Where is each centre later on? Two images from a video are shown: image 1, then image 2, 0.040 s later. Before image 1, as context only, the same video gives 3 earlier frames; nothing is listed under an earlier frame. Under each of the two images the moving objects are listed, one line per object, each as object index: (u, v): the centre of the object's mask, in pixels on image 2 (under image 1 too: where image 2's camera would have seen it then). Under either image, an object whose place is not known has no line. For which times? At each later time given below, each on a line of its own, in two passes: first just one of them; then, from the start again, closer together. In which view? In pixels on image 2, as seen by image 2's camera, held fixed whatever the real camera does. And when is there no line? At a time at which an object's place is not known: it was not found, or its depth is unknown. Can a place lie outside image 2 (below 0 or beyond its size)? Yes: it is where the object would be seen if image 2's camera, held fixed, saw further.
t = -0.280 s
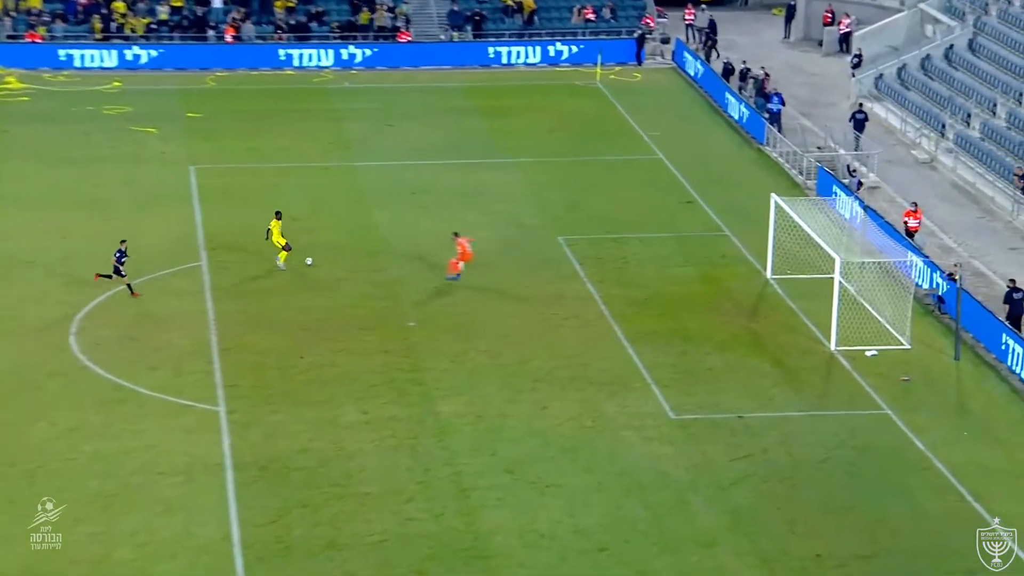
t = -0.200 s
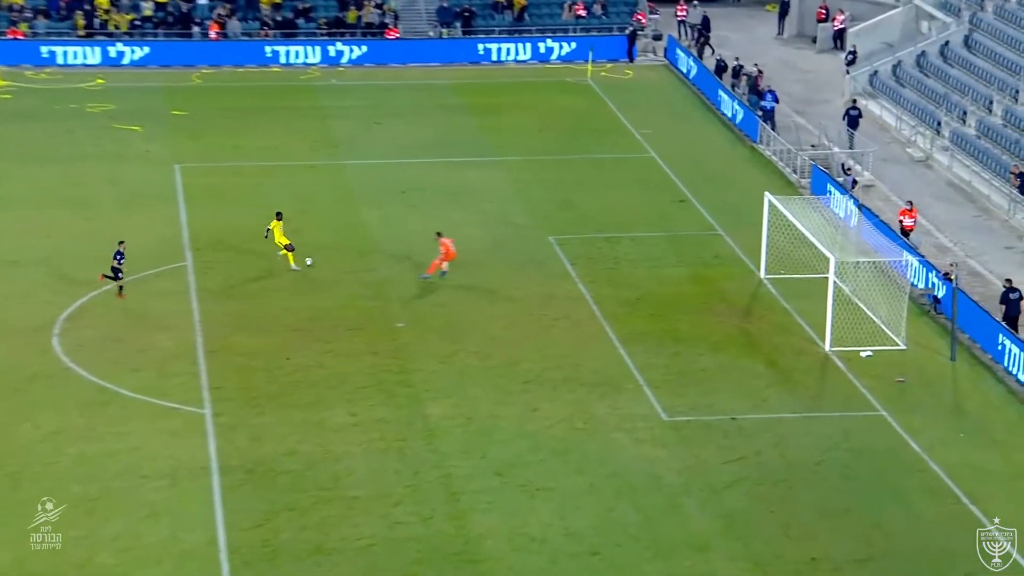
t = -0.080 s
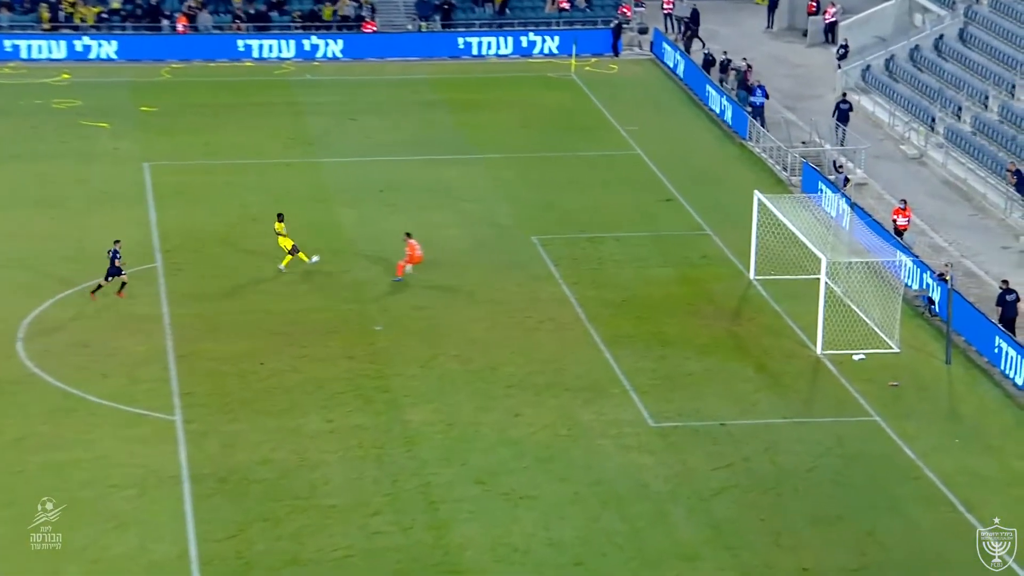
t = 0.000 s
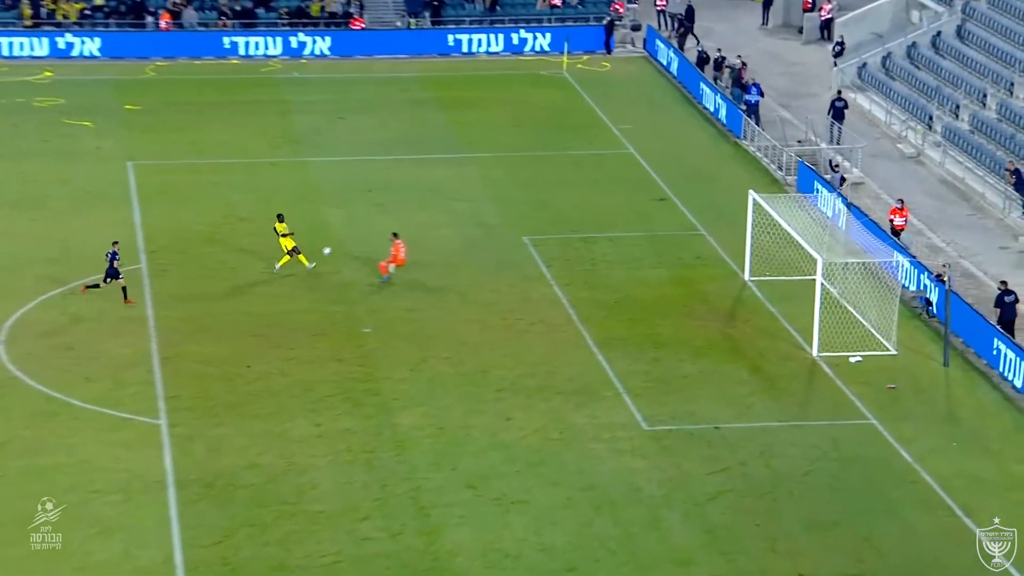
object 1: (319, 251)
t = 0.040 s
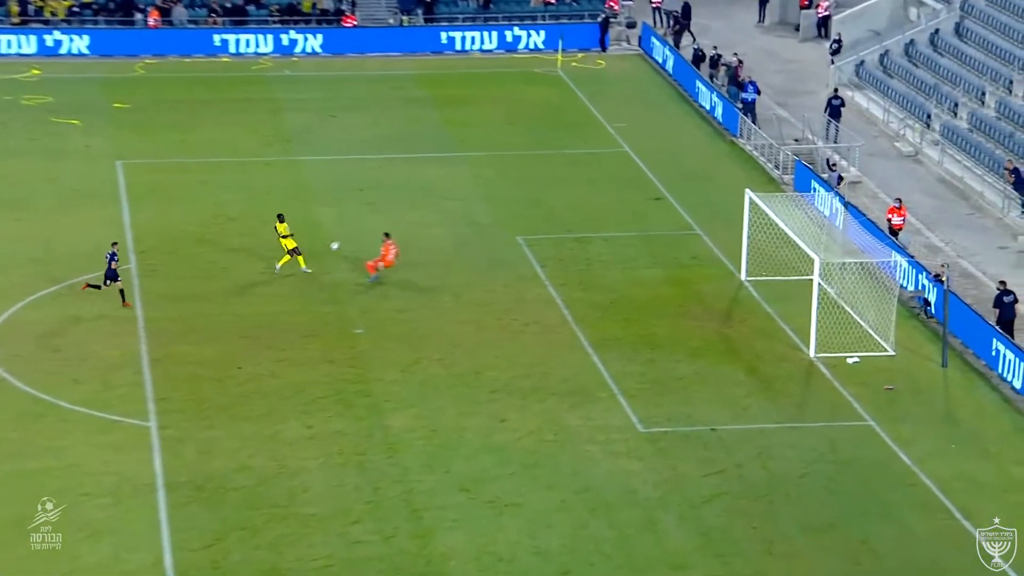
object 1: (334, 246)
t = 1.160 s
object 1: (707, 328)
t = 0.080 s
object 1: (342, 243)
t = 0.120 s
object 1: (358, 239)
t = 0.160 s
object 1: (374, 236)
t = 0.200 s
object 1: (382, 234)
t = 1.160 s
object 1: (707, 328)
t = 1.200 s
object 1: (721, 340)
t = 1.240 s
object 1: (729, 345)
